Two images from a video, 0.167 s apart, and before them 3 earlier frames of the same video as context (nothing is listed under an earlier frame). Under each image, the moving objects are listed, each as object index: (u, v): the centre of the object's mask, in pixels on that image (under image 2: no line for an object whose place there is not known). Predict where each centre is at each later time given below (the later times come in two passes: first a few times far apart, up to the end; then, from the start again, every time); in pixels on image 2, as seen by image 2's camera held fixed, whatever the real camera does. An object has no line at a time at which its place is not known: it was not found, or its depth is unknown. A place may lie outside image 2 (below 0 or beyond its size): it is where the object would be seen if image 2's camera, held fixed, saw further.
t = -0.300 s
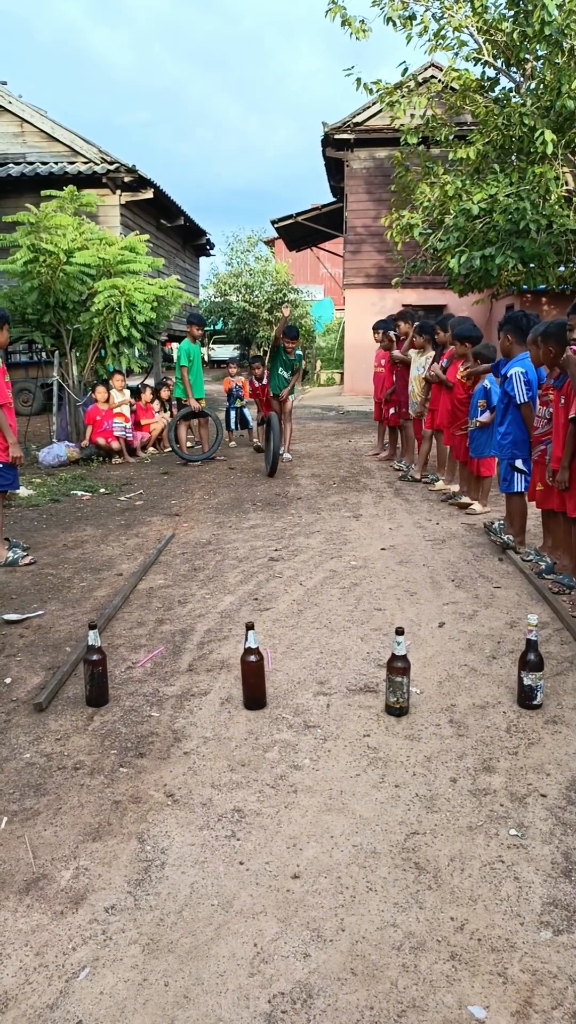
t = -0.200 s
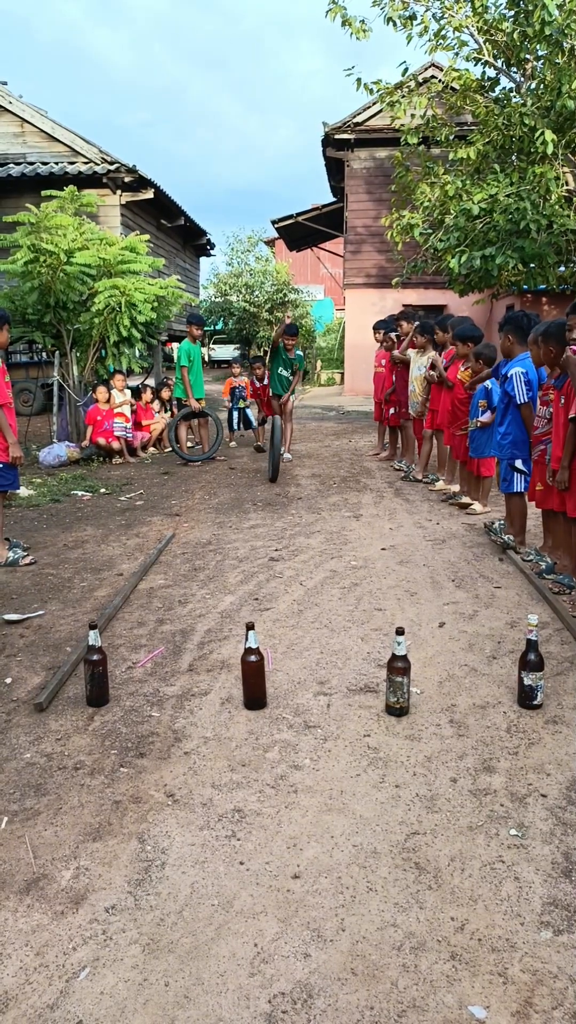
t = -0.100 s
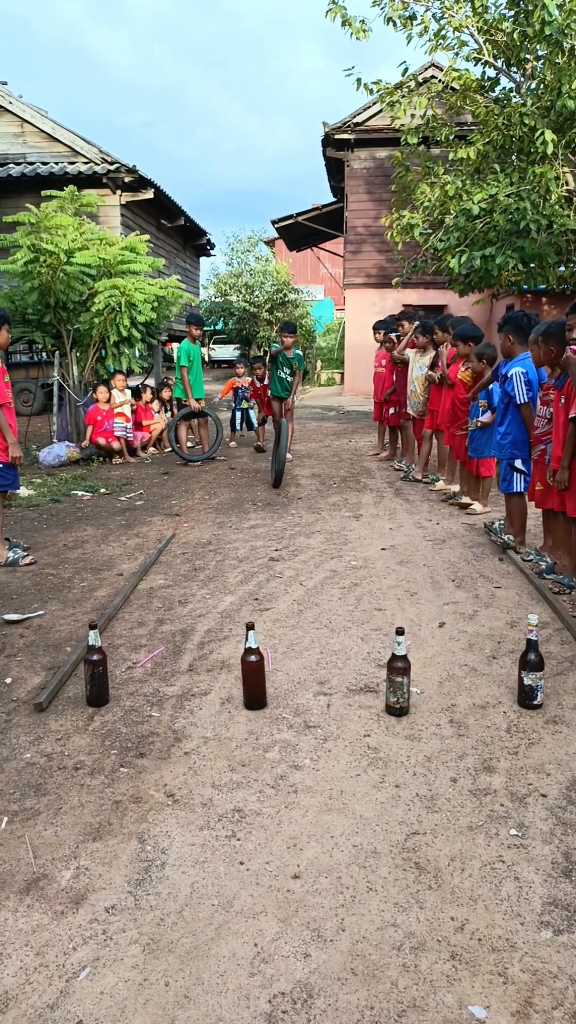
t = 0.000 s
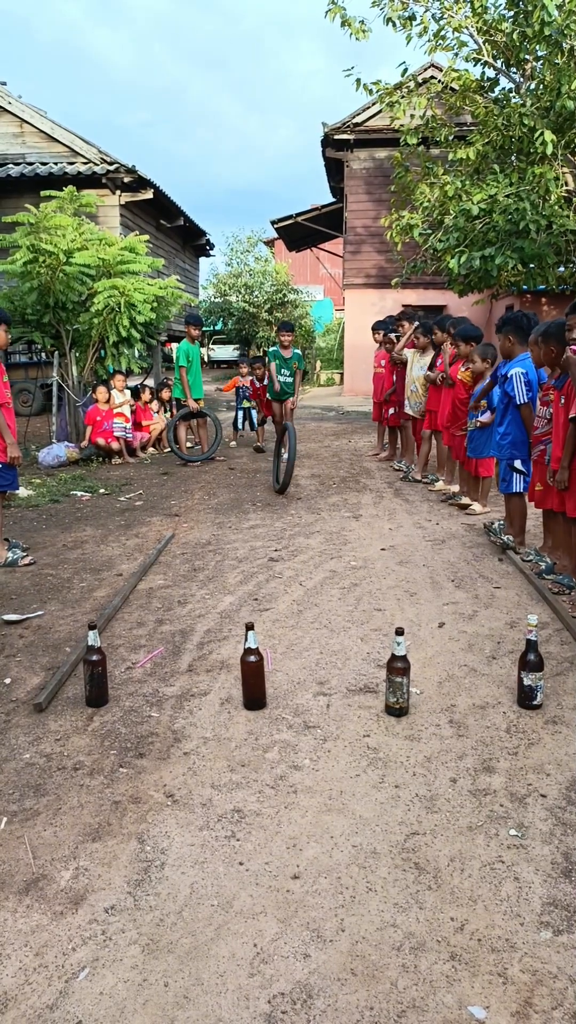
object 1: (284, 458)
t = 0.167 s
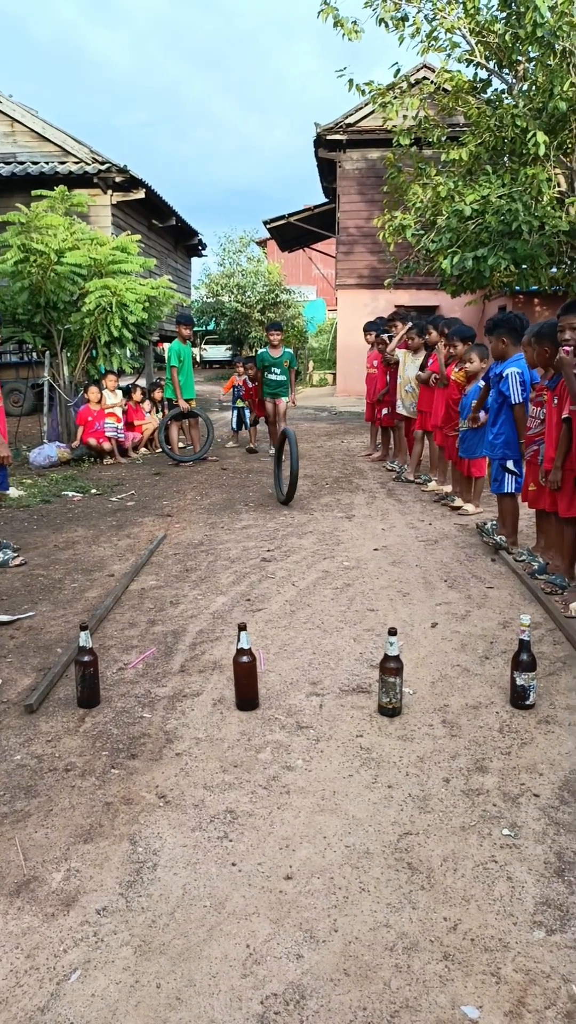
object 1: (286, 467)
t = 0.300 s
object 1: (297, 474)
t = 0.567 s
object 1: (325, 488)
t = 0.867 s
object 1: (375, 513)
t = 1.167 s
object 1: (453, 540)
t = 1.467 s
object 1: (587, 583)
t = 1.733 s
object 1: (584, 613)
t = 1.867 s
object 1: (590, 630)
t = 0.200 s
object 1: (288, 468)
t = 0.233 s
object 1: (291, 471)
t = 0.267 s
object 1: (294, 472)
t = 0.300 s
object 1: (297, 474)
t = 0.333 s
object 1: (300, 476)
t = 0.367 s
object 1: (304, 477)
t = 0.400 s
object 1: (308, 480)
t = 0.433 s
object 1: (311, 481)
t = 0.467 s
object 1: (314, 483)
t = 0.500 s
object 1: (317, 486)
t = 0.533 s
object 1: (321, 488)
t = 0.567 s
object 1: (325, 488)
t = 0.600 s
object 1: (330, 490)
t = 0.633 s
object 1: (334, 493)
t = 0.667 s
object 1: (339, 496)
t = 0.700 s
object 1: (344, 497)
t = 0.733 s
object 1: (350, 499)
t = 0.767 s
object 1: (355, 504)
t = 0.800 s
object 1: (361, 506)
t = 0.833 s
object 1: (368, 509)
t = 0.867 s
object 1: (375, 513)
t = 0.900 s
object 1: (382, 515)
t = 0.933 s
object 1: (390, 517)
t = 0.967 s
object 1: (398, 521)
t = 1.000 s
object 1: (406, 522)
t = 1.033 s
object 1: (414, 525)
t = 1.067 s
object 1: (423, 529)
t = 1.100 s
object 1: (433, 532)
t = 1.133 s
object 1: (442, 535)
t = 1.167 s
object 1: (453, 540)
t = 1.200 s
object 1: (464, 543)
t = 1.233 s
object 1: (475, 547)
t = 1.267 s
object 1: (488, 551)
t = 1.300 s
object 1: (501, 556)
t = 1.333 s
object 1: (514, 560)
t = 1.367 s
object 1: (564, 578)
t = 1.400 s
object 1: (579, 577)
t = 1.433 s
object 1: (584, 569)
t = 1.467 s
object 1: (587, 583)
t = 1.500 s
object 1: (565, 582)
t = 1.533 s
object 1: (573, 589)
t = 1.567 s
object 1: (580, 594)
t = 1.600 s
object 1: (585, 597)
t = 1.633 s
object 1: (584, 602)
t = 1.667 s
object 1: (584, 605)
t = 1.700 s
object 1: (584, 609)
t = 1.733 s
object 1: (584, 613)
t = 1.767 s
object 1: (585, 616)
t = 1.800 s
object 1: (586, 620)
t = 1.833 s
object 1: (588, 623)
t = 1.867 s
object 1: (590, 630)
